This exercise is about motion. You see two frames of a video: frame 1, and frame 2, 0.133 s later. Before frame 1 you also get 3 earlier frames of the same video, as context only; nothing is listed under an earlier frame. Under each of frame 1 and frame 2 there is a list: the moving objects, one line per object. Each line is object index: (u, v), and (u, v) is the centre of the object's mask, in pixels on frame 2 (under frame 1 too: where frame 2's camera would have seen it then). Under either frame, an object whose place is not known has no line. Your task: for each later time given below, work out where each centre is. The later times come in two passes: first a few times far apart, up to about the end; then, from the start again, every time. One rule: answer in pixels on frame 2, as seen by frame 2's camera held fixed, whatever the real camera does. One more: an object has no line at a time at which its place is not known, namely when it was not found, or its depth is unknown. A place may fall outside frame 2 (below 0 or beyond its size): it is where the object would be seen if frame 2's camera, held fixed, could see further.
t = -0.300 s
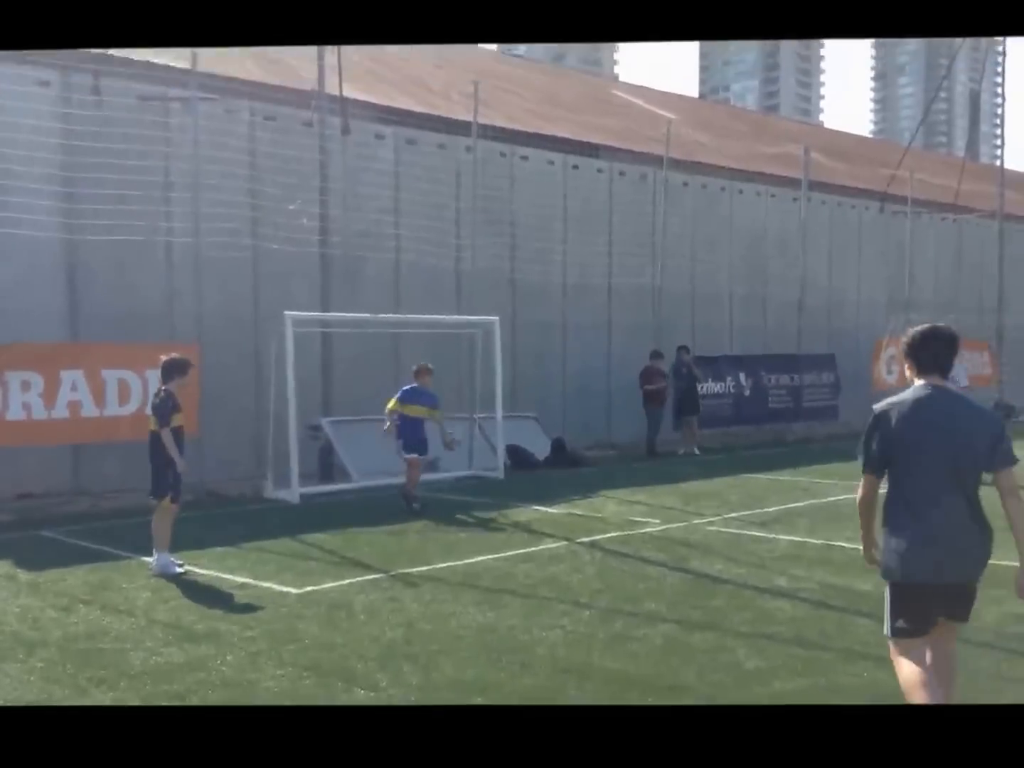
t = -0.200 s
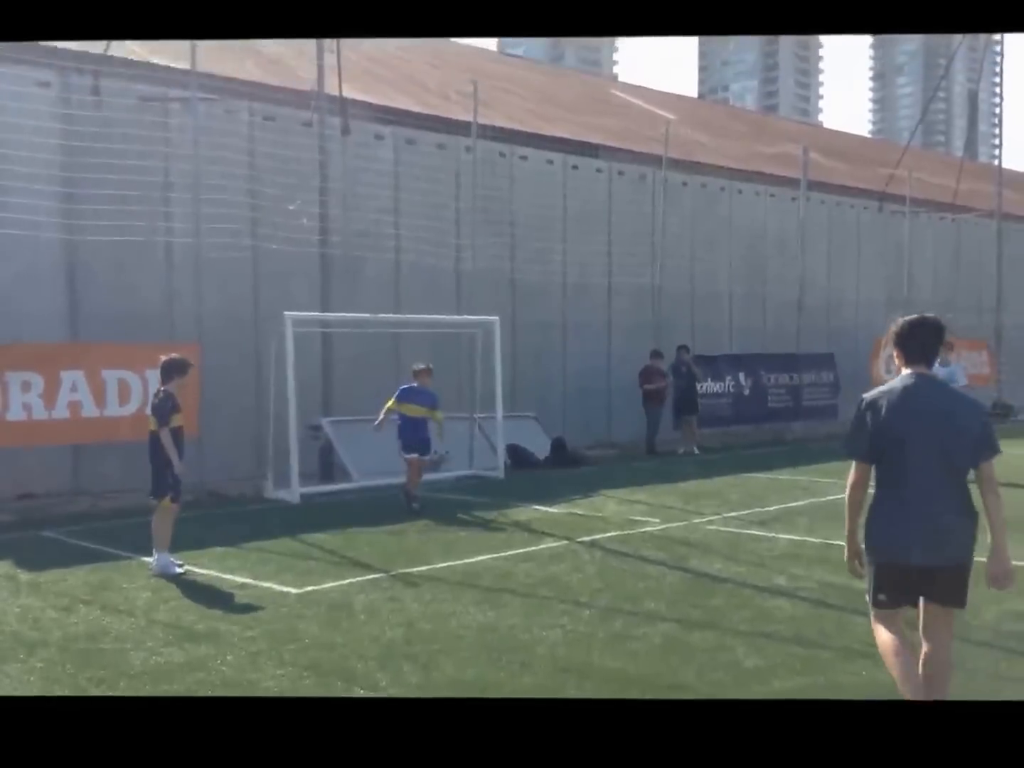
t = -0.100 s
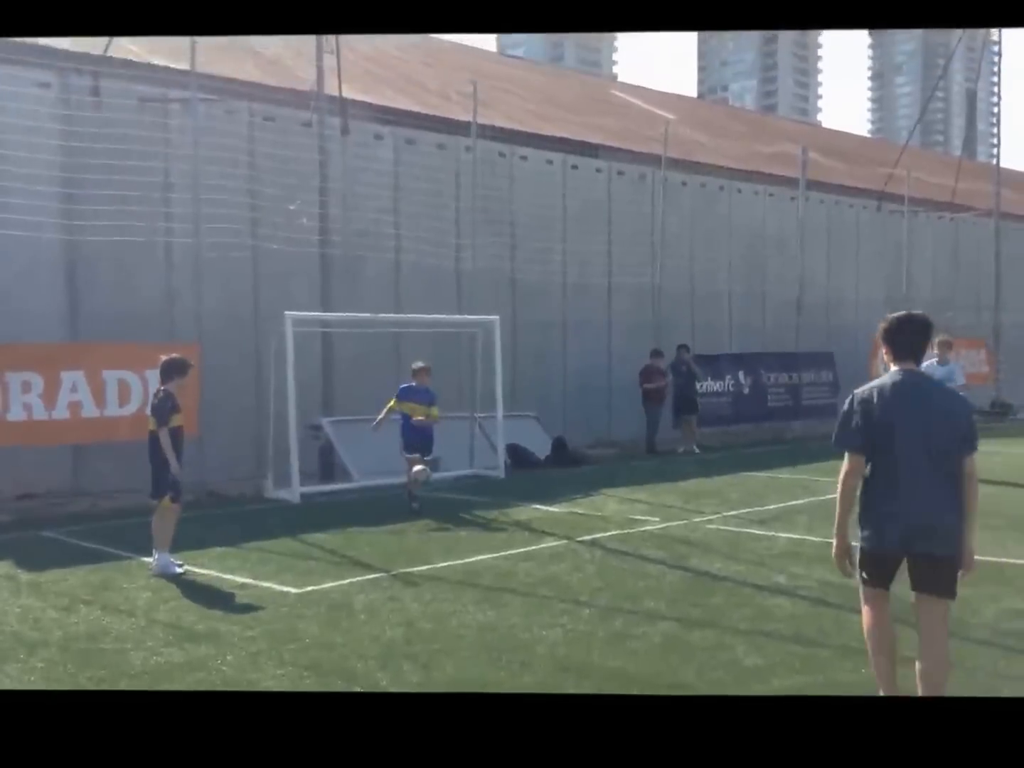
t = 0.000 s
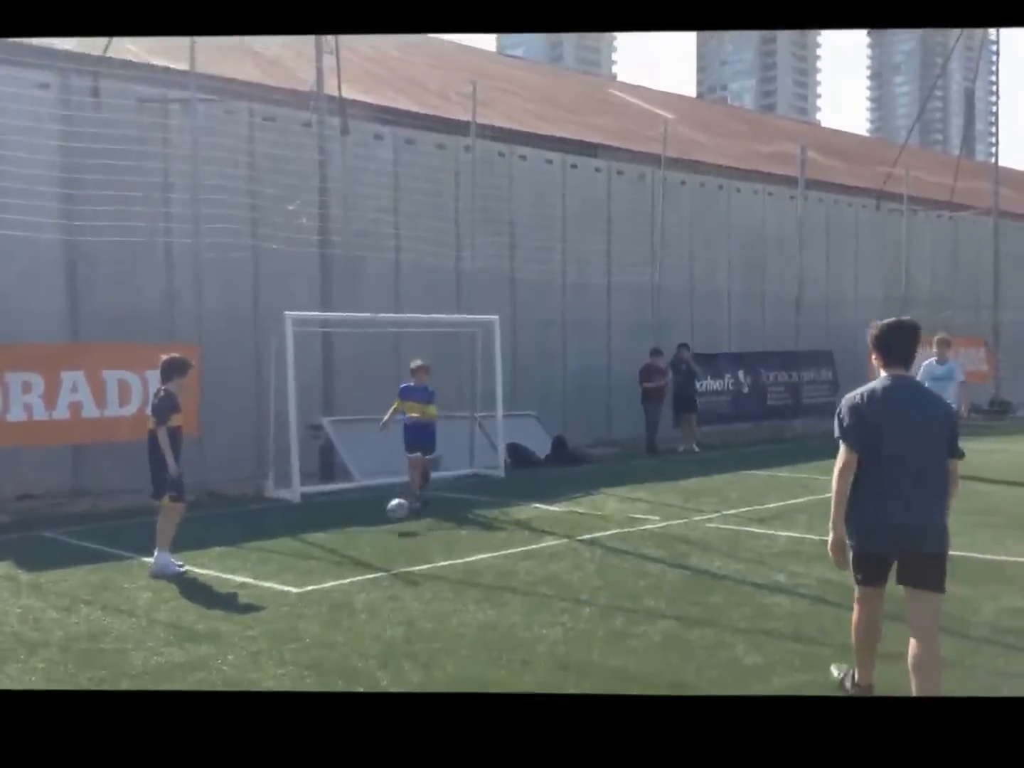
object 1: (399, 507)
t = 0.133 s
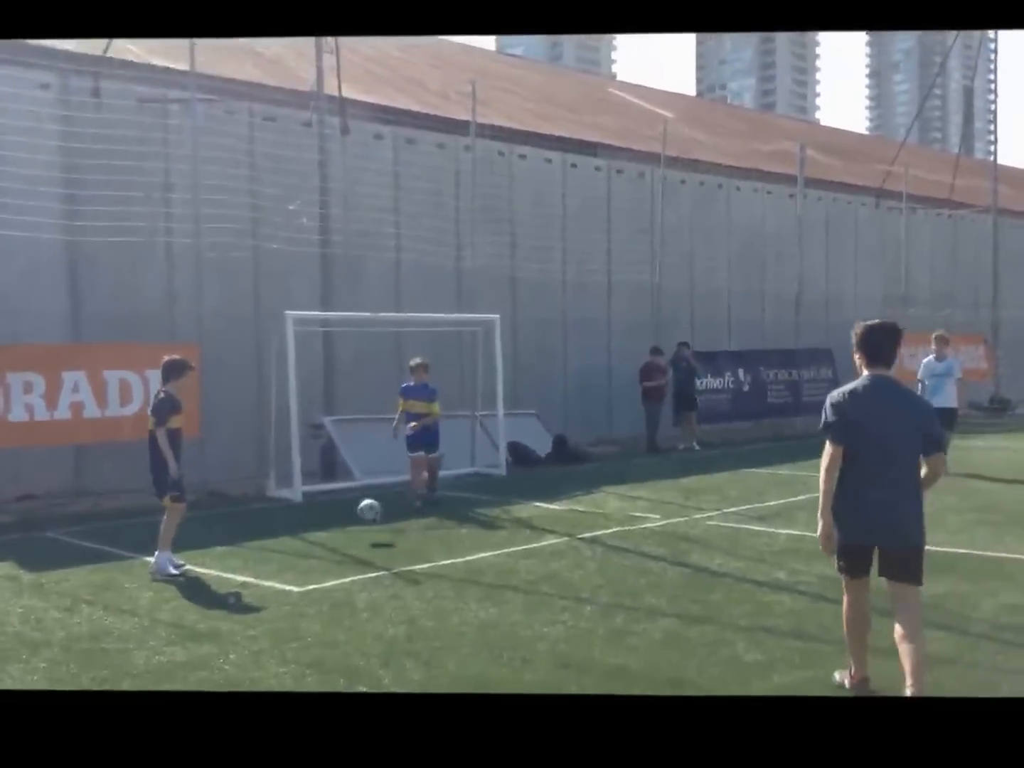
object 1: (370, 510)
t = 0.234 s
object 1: (345, 508)
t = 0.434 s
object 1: (289, 544)
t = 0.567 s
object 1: (246, 554)
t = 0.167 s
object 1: (361, 508)
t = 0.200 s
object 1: (353, 507)
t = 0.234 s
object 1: (345, 508)
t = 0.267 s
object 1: (336, 510)
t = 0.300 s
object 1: (328, 513)
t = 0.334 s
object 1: (318, 518)
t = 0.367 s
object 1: (309, 526)
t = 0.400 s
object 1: (299, 535)
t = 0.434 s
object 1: (289, 544)
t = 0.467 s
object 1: (279, 557)
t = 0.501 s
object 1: (269, 554)
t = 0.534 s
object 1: (257, 553)
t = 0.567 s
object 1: (246, 554)
